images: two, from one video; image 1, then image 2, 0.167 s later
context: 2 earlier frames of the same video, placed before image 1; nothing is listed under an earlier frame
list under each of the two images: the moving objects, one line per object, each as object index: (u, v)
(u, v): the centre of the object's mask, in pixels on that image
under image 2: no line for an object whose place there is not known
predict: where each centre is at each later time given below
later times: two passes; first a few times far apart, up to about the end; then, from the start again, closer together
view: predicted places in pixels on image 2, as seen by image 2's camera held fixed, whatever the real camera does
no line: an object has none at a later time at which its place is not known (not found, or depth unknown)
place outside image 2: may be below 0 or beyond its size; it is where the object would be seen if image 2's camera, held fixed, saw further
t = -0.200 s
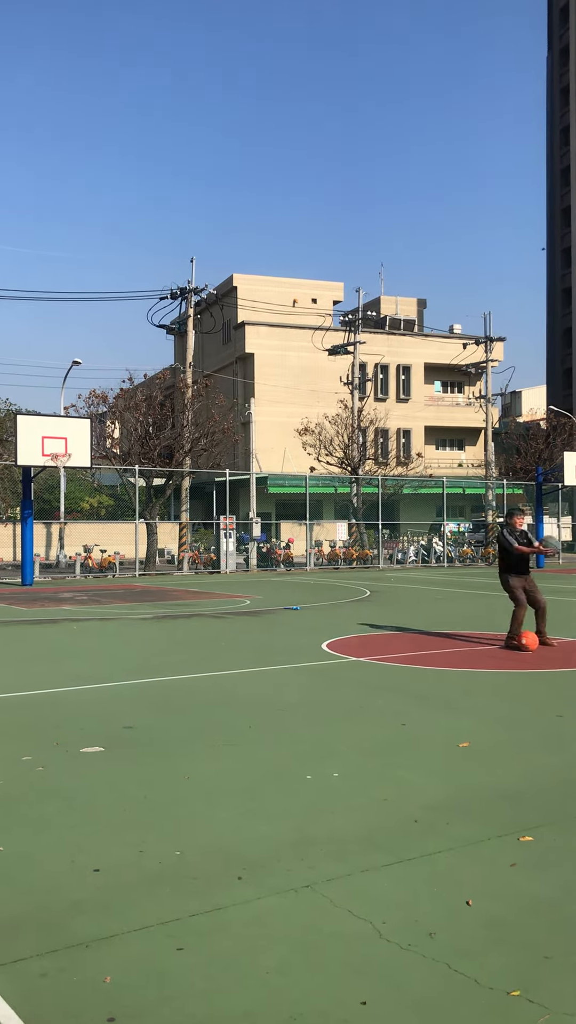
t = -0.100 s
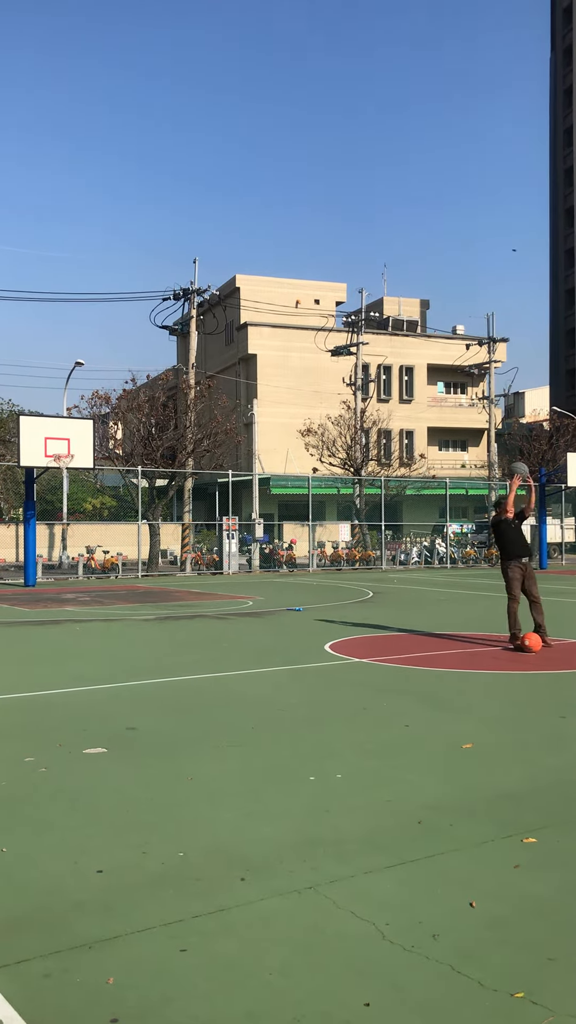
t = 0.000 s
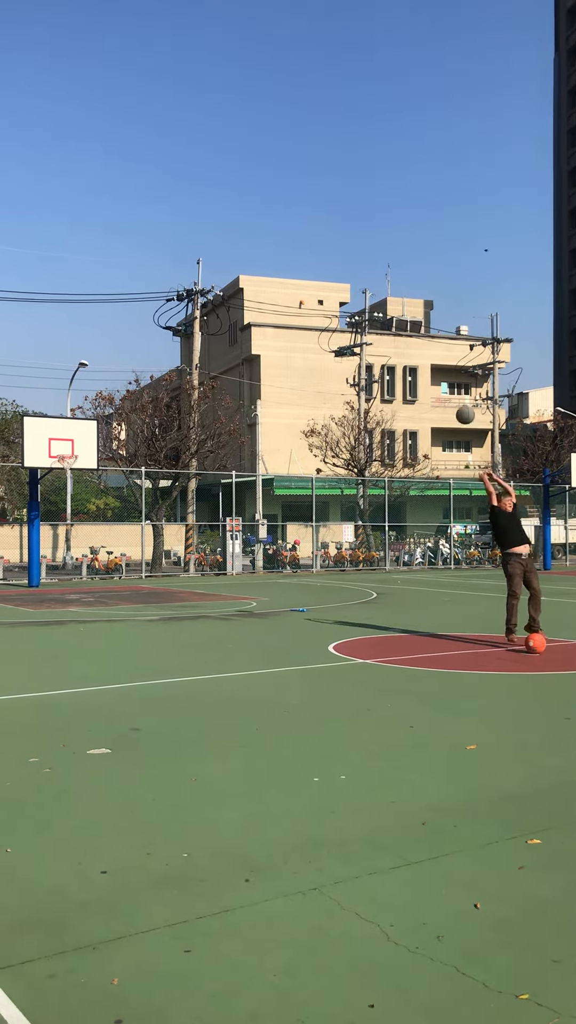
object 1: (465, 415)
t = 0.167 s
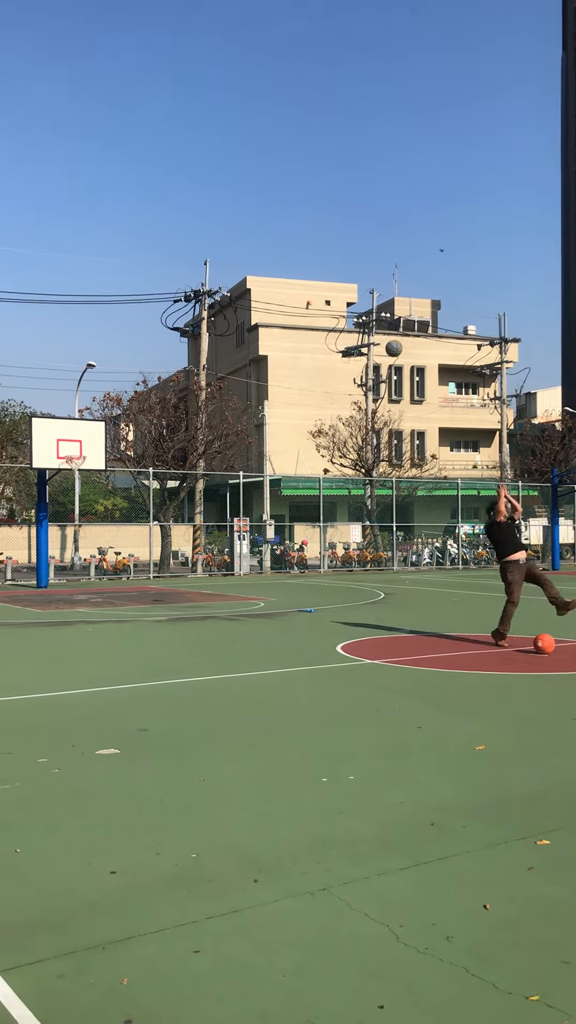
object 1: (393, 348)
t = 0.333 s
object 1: (328, 308)
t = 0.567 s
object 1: (256, 288)
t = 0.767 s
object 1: (205, 295)
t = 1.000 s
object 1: (155, 326)
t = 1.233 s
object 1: (114, 375)
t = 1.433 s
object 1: (85, 430)
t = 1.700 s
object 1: (98, 419)
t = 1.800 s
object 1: (111, 410)
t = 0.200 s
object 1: (380, 338)
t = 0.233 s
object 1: (366, 329)
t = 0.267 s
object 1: (354, 322)
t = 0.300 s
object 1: (340, 315)
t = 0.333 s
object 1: (328, 308)
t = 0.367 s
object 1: (317, 303)
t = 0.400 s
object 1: (306, 299)
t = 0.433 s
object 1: (295, 295)
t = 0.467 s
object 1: (285, 292)
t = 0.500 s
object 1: (275, 290)
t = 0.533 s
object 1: (265, 289)
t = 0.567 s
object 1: (256, 288)
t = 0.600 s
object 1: (247, 287)
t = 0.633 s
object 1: (238, 287)
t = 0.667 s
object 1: (230, 289)
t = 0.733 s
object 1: (213, 293)
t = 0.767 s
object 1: (205, 295)
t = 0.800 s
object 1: (197, 298)
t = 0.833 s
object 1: (190, 301)
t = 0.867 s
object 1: (182, 305)
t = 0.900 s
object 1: (175, 310)
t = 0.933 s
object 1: (168, 315)
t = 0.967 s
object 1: (162, 320)
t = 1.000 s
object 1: (155, 326)
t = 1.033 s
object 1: (149, 331)
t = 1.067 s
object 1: (143, 336)
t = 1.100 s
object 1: (137, 344)
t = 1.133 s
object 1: (131, 351)
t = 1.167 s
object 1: (125, 358)
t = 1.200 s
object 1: (120, 367)
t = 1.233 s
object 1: (114, 375)
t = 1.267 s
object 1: (109, 383)
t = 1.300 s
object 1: (104, 392)
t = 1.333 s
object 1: (98, 401)
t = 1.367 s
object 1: (95, 410)
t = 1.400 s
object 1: (90, 417)
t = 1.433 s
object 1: (85, 430)
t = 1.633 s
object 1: (90, 430)
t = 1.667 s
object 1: (94, 425)
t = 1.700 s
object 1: (98, 419)
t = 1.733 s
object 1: (102, 415)
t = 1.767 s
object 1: (106, 412)
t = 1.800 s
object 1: (111, 410)
